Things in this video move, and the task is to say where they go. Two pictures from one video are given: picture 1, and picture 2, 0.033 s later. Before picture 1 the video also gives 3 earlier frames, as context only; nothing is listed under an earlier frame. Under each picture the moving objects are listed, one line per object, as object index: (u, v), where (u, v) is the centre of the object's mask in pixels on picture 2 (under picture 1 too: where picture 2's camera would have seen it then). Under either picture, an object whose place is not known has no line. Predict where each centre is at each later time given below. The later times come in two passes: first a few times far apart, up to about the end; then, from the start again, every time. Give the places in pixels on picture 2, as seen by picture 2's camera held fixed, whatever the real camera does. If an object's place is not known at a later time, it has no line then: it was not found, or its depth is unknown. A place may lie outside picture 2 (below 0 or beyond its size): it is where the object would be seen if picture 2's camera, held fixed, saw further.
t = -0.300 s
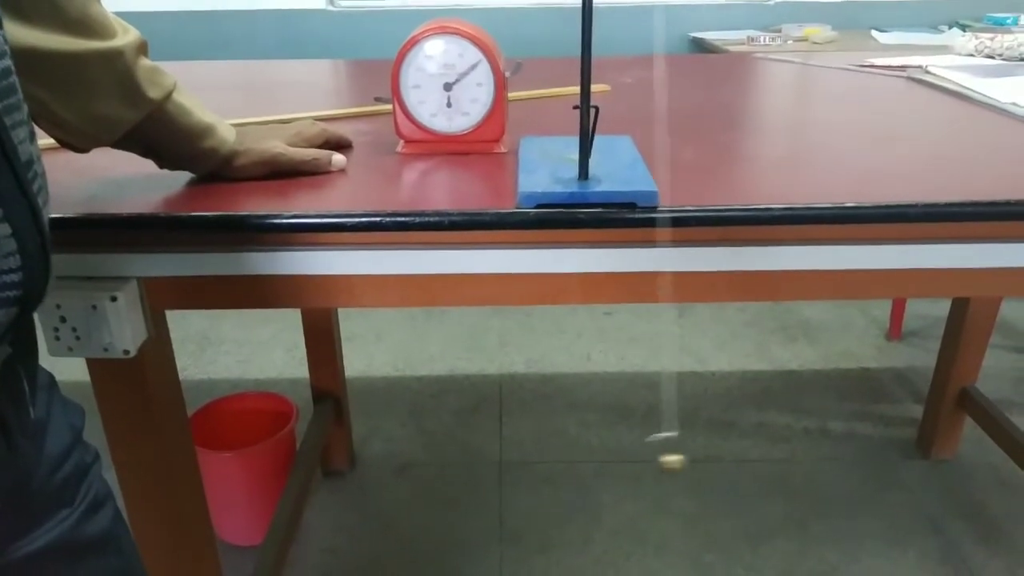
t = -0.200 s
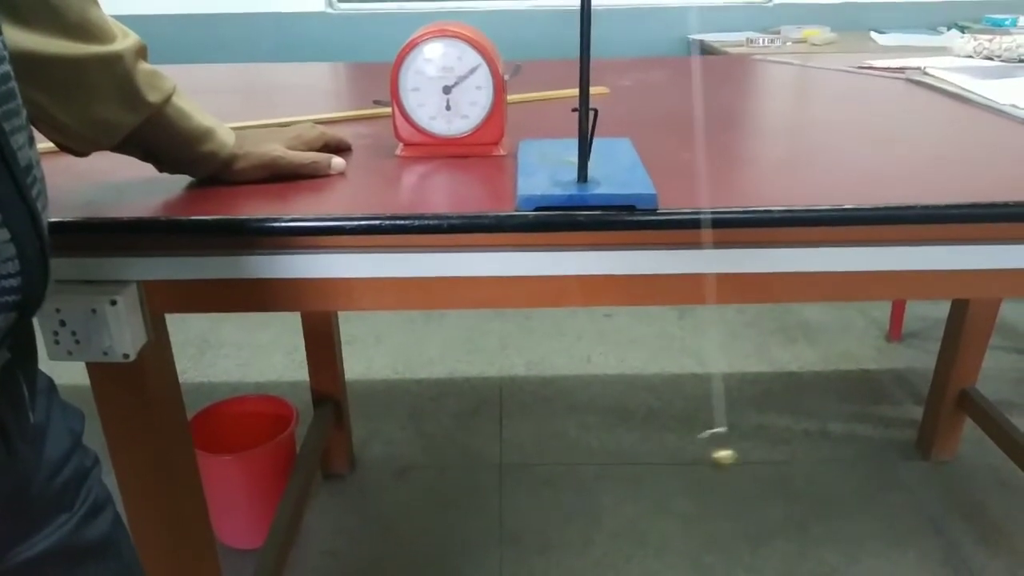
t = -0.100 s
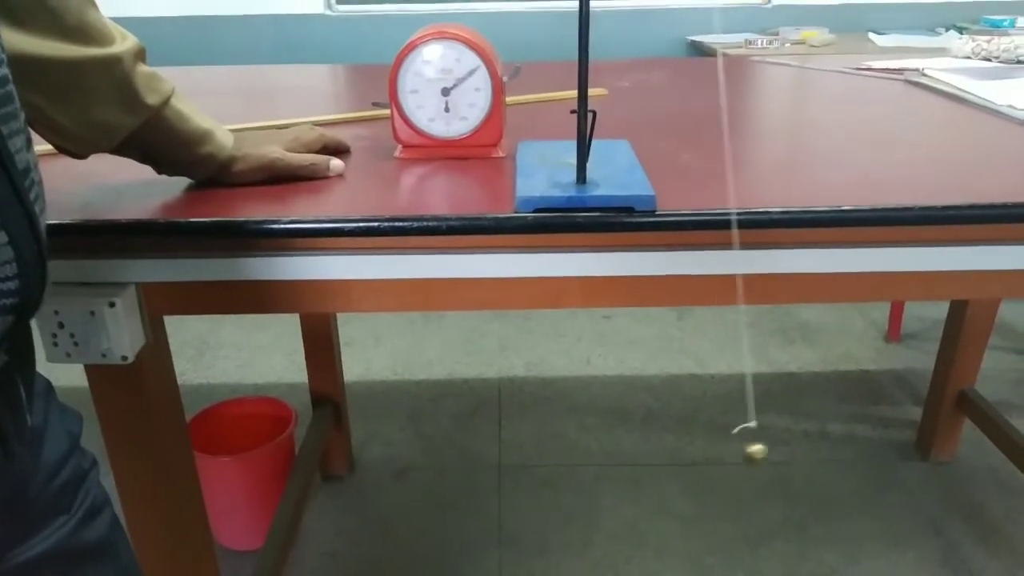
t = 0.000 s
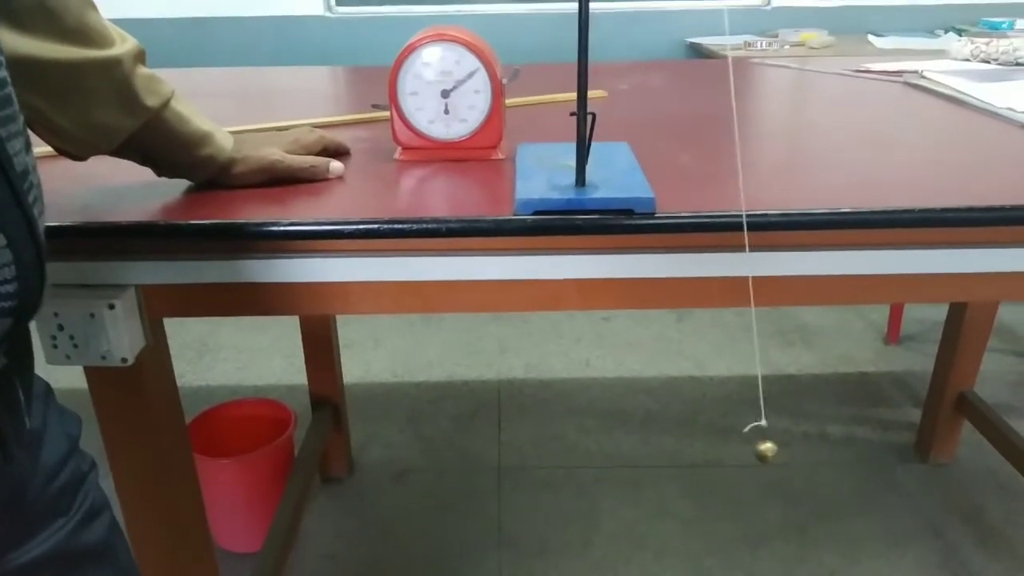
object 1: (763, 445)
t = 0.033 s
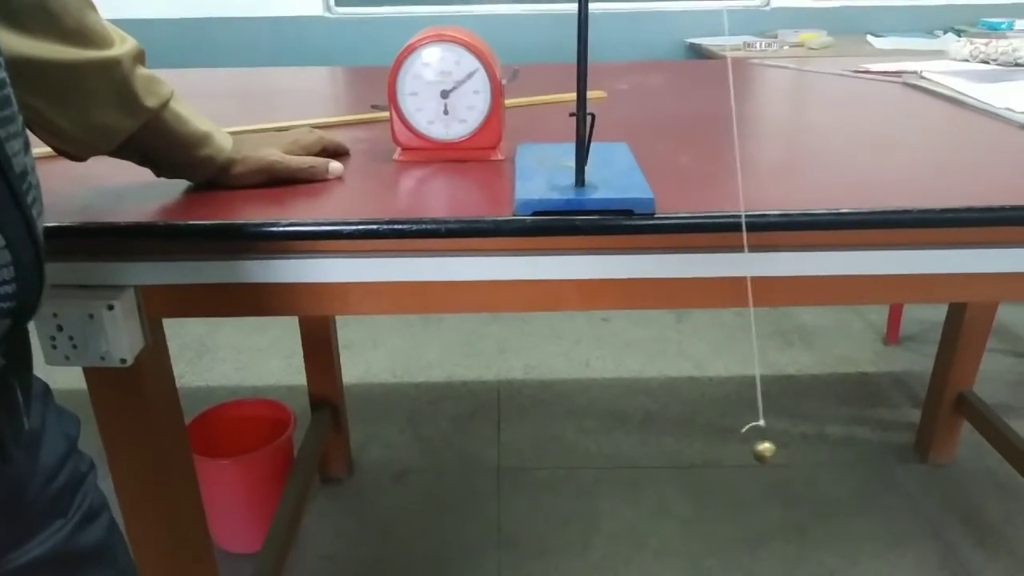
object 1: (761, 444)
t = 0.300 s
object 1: (667, 451)
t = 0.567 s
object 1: (507, 454)
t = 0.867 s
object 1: (420, 451)
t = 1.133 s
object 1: (508, 463)
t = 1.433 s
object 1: (691, 456)
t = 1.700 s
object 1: (762, 445)
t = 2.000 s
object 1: (665, 451)
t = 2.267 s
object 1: (504, 455)
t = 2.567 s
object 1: (421, 451)
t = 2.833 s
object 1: (512, 462)
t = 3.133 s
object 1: (692, 455)
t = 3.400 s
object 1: (760, 442)
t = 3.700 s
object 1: (663, 450)
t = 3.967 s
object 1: (502, 454)
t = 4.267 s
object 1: (423, 453)
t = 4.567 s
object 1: (533, 465)
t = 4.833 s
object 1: (693, 456)
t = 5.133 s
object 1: (757, 443)
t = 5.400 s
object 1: (657, 452)
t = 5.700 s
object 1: (482, 454)
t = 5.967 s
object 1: (423, 453)
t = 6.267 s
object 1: (536, 464)
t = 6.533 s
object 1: (696, 455)
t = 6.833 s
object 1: (756, 445)
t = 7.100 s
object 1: (655, 452)
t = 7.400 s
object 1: (481, 454)
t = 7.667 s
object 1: (425, 454)
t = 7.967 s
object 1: (542, 465)
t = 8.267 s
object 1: (713, 452)
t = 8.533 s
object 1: (754, 443)
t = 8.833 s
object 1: (631, 453)
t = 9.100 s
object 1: (478, 455)
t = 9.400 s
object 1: (431, 456)
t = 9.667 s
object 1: (544, 464)
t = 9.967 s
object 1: (713, 452)
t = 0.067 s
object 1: (758, 444)
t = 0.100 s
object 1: (752, 445)
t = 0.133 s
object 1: (743, 446)
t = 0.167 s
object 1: (733, 446)
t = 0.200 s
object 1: (719, 447)
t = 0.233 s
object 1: (703, 448)
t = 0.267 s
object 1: (688, 450)
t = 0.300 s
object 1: (667, 451)
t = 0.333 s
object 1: (649, 453)
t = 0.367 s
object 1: (629, 453)
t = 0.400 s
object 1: (607, 453)
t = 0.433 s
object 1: (587, 454)
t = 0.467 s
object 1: (565, 454)
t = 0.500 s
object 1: (544, 453)
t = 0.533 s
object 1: (524, 453)
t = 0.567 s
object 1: (507, 454)
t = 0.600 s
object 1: (488, 452)
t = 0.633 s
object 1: (473, 451)
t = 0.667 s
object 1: (459, 451)
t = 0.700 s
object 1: (446, 450)
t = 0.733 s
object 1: (435, 450)
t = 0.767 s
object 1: (428, 450)
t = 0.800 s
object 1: (423, 450)
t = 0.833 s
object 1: (421, 451)
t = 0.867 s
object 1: (420, 451)
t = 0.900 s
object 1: (423, 451)
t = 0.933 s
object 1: (428, 453)
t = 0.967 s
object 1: (435, 456)
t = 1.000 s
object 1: (446, 457)
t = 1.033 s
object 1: (457, 458)
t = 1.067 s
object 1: (472, 460)
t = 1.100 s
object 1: (490, 461)
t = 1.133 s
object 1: (508, 463)
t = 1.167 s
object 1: (526, 464)
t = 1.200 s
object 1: (547, 465)
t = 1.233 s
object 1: (568, 465)
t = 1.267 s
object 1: (589, 465)
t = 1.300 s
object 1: (612, 464)
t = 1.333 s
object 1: (632, 463)
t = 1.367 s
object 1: (651, 462)
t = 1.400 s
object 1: (672, 460)
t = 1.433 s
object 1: (691, 456)
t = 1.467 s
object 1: (706, 455)
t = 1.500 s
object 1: (721, 453)
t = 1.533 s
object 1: (734, 451)
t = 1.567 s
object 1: (744, 449)
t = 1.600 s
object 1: (754, 447)
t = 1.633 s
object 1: (759, 446)
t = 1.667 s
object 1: (762, 446)
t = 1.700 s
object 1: (762, 445)
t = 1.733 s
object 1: (762, 445)
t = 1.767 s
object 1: (756, 445)
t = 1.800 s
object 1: (750, 445)
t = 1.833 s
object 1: (742, 446)
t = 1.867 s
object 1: (730, 446)
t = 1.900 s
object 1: (716, 447)
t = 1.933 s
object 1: (700, 448)
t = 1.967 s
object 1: (684, 449)
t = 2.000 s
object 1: (665, 451)
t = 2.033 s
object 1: (646, 452)
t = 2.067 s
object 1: (626, 454)
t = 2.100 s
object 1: (605, 454)
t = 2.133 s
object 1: (584, 455)
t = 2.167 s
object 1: (563, 454)
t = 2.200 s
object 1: (542, 454)
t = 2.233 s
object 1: (522, 454)
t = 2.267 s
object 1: (504, 455)
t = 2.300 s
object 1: (487, 453)
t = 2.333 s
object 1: (471, 454)
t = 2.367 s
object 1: (456, 452)
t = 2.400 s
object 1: (444, 451)
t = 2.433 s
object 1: (434, 450)
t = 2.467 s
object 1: (428, 450)
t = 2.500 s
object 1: (423, 450)
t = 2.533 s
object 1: (421, 450)
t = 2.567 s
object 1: (421, 451)
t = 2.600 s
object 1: (424, 452)
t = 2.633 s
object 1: (430, 452)
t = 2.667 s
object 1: (439, 455)
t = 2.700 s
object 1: (449, 456)
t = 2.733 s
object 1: (462, 458)
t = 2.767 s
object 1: (475, 460)
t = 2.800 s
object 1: (491, 462)
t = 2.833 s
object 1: (512, 462)
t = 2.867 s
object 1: (528, 463)
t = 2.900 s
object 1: (550, 465)
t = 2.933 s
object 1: (571, 464)
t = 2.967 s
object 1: (592, 464)
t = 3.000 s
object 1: (614, 463)
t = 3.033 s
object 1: (633, 462)
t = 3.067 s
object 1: (654, 461)
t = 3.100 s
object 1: (674, 458)
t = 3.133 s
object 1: (692, 455)
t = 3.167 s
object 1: (708, 453)
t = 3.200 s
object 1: (722, 452)
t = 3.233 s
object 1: (735, 450)
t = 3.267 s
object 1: (745, 447)
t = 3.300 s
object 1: (754, 445)
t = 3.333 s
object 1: (758, 444)
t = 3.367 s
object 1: (760, 443)
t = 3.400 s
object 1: (760, 442)
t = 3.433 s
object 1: (760, 443)
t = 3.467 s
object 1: (754, 442)
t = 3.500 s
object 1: (748, 444)
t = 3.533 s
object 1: (738, 444)
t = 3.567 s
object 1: (726, 445)
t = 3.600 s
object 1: (713, 446)
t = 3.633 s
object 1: (698, 448)
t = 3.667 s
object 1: (681, 449)
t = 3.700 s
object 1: (663, 450)
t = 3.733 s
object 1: (643, 451)
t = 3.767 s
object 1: (622, 452)
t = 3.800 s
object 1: (601, 453)
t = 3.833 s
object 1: (580, 453)
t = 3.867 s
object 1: (560, 453)
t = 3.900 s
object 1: (539, 453)
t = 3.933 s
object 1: (521, 453)
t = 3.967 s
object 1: (502, 454)
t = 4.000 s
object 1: (485, 453)
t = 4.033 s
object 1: (470, 451)
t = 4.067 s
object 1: (456, 451)
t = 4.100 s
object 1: (444, 451)
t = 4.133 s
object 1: (434, 450)
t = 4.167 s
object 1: (428, 450)
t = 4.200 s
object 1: (424, 451)
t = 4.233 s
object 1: (422, 451)
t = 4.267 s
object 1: (423, 453)
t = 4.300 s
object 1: (427, 454)
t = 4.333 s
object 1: (431, 455)
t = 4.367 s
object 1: (441, 456)
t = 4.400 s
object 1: (451, 458)
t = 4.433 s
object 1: (463, 460)
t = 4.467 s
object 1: (479, 462)
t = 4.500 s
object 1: (496, 463)
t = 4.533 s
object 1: (514, 464)
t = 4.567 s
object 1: (533, 465)
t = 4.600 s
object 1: (553, 465)
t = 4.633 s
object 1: (574, 465)
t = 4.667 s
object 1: (594, 465)
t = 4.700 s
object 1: (616, 463)
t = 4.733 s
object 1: (636, 463)
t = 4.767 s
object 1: (656, 461)
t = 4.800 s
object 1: (676, 459)
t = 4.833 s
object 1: (693, 456)
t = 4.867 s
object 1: (708, 453)
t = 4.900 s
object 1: (721, 453)
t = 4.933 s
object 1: (735, 450)
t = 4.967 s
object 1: (744, 448)
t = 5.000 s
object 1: (751, 446)
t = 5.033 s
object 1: (757, 445)
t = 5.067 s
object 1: (758, 444)
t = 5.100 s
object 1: (758, 443)
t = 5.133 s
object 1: (757, 443)
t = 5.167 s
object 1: (752, 443)
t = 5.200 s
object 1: (745, 444)
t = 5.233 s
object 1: (735, 445)
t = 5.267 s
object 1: (723, 446)
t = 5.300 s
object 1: (710, 447)
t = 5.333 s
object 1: (693, 449)
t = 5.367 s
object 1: (677, 450)
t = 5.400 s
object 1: (657, 452)
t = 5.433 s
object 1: (638, 453)
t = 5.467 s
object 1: (617, 455)
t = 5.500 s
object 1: (597, 454)
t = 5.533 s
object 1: (576, 455)
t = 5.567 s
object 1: (556, 455)
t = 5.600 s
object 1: (537, 456)
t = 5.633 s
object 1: (517, 455)
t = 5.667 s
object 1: (498, 455)
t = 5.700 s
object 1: (482, 454)
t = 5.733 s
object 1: (468, 453)
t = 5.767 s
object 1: (454, 453)
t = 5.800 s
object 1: (443, 452)
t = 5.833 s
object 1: (434, 451)
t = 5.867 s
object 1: (428, 451)
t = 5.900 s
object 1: (424, 451)
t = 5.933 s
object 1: (423, 451)
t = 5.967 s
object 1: (423, 453)
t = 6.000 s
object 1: (427, 454)
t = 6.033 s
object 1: (433, 455)
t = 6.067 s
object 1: (442, 457)
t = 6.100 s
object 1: (453, 458)
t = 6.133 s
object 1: (467, 459)
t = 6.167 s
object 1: (483, 462)
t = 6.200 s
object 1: (499, 464)
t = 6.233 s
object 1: (518, 464)
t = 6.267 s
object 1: (536, 464)
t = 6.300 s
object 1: (558, 465)
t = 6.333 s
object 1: (580, 465)
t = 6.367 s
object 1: (600, 465)
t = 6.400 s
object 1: (621, 463)
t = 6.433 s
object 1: (641, 462)
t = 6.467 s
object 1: (660, 460)
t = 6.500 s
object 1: (680, 457)
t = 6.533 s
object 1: (696, 455)
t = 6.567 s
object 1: (711, 454)
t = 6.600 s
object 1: (724, 452)
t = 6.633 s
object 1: (737, 449)
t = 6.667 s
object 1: (746, 448)
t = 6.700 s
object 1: (752, 446)
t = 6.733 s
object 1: (758, 447)
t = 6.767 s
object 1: (758, 445)
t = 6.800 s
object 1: (758, 444)
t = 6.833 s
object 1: (756, 445)
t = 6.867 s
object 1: (750, 444)
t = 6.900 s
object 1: (743, 445)
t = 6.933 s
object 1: (732, 445)
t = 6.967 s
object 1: (721, 446)
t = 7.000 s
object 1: (707, 448)
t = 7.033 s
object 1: (690, 450)
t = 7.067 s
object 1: (673, 451)
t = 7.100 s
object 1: (655, 452)
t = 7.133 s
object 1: (636, 453)
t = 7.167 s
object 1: (616, 454)
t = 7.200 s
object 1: (595, 455)
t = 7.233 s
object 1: (573, 454)
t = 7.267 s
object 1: (554, 455)
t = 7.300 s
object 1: (534, 455)
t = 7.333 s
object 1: (516, 455)
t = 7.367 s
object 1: (498, 456)
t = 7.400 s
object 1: (481, 454)
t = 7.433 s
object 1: (467, 455)
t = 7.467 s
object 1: (453, 453)
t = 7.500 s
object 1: (443, 453)
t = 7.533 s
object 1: (434, 453)
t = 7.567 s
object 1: (428, 453)
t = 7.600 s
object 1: (424, 453)
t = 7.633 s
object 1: (423, 453)
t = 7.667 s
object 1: (425, 454)
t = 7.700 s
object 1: (429, 456)
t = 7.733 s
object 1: (436, 456)
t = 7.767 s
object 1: (445, 458)
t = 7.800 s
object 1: (457, 458)
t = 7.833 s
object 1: (470, 459)
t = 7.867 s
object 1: (486, 460)
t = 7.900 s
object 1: (503, 464)
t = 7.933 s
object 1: (520, 463)
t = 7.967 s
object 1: (542, 465)
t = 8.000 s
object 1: (562, 465)
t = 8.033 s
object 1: (583, 464)
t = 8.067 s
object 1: (603, 464)
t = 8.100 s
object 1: (624, 463)
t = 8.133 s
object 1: (643, 461)
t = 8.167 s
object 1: (662, 460)
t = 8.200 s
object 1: (681, 457)
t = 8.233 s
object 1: (697, 455)
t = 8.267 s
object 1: (713, 452)
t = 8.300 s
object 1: (726, 450)
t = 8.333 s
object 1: (738, 448)
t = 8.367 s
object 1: (746, 446)
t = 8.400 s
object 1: (753, 445)
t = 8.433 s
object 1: (756, 443)
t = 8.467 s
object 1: (758, 444)
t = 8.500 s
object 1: (757, 443)
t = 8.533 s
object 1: (754, 443)
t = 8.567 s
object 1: (749, 443)
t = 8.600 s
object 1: (742, 443)
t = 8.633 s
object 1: (730, 444)
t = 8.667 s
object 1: (717, 446)
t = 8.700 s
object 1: (704, 447)
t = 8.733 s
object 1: (687, 448)
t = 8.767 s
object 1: (669, 450)
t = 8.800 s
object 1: (651, 451)
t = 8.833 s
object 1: (631, 453)
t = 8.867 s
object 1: (610, 453)
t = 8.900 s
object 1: (590, 455)
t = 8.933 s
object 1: (570, 455)
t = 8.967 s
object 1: (550, 456)
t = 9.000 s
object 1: (530, 455)
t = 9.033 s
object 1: (513, 455)
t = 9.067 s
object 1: (494, 456)
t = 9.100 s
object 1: (478, 455)
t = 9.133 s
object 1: (465, 454)
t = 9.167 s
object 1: (453, 453)
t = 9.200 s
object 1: (442, 453)
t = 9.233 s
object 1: (434, 452)
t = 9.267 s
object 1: (428, 453)
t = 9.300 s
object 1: (425, 453)
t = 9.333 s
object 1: (425, 453)
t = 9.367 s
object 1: (426, 455)
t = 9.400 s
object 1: (431, 456)
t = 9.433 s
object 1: (438, 457)
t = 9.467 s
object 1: (447, 459)
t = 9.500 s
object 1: (460, 460)
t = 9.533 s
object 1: (473, 462)
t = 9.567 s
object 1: (489, 462)
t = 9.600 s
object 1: (506, 465)
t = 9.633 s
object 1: (524, 466)
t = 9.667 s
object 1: (544, 464)
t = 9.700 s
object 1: (564, 464)
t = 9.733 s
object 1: (584, 463)
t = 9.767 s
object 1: (605, 464)
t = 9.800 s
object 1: (626, 462)
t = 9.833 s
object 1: (645, 460)
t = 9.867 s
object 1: (664, 458)
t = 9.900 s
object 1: (683, 456)
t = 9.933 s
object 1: (698, 455)
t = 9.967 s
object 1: (713, 452)
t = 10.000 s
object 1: (726, 451)
